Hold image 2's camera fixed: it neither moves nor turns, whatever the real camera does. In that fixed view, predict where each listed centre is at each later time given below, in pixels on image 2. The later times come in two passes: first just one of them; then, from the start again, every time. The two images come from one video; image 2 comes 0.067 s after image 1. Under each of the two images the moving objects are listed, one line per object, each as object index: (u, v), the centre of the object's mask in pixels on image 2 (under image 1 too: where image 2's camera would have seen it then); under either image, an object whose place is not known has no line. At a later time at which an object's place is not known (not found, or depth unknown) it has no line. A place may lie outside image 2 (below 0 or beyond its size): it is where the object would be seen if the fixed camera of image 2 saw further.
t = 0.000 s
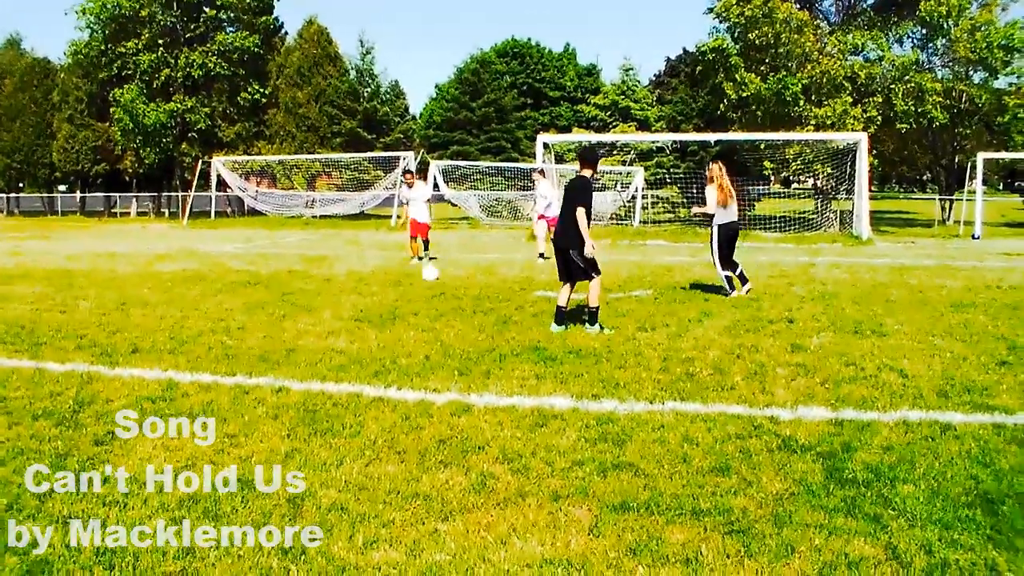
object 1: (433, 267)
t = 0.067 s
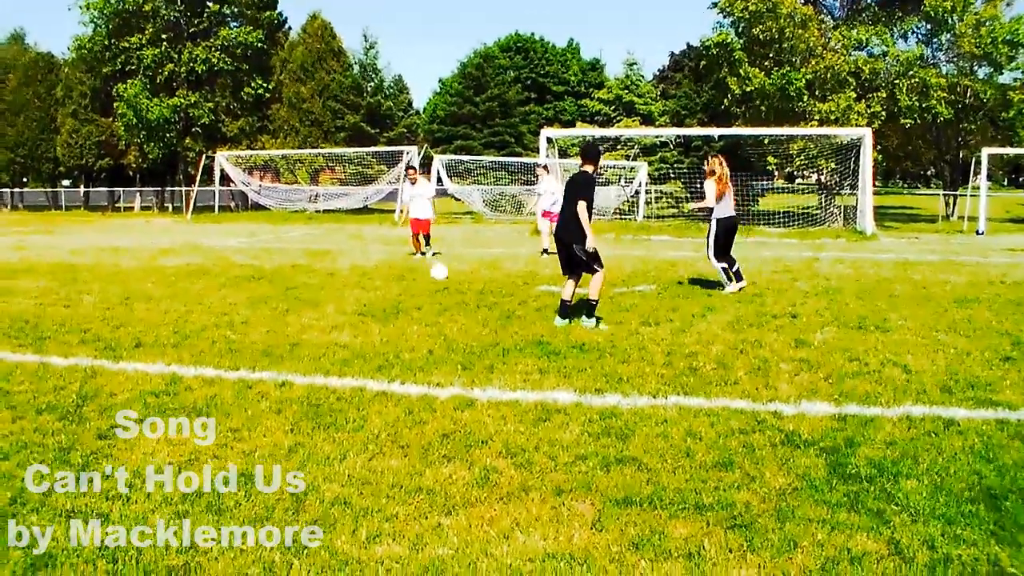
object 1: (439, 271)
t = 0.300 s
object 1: (463, 290)
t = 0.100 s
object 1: (442, 272)
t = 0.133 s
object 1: (445, 274)
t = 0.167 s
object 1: (448, 276)
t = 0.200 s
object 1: (452, 279)
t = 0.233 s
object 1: (455, 283)
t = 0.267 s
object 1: (459, 287)
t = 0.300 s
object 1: (463, 290)
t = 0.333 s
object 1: (466, 291)
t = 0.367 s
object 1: (469, 294)
